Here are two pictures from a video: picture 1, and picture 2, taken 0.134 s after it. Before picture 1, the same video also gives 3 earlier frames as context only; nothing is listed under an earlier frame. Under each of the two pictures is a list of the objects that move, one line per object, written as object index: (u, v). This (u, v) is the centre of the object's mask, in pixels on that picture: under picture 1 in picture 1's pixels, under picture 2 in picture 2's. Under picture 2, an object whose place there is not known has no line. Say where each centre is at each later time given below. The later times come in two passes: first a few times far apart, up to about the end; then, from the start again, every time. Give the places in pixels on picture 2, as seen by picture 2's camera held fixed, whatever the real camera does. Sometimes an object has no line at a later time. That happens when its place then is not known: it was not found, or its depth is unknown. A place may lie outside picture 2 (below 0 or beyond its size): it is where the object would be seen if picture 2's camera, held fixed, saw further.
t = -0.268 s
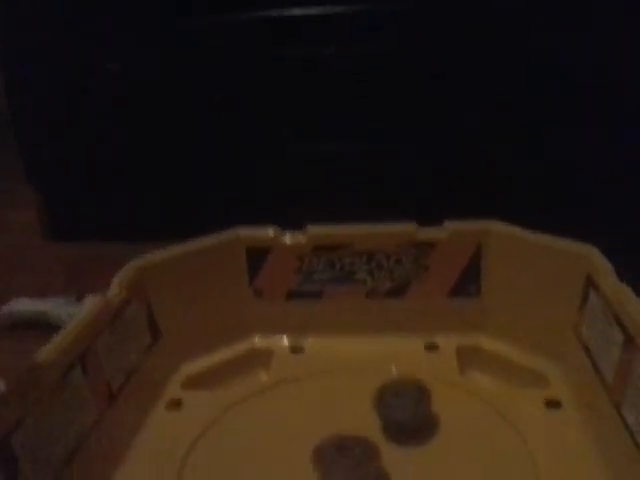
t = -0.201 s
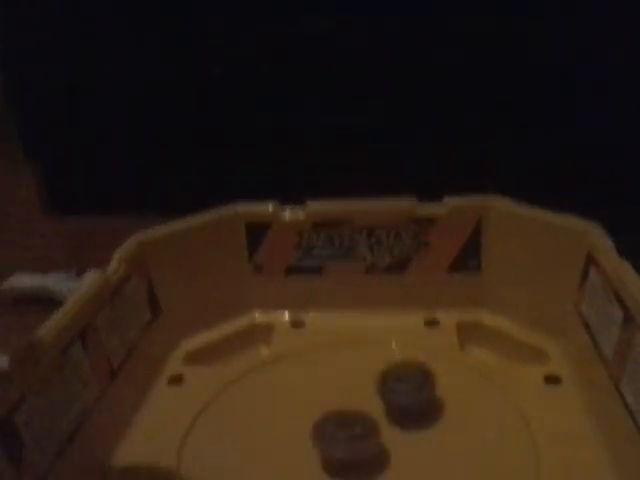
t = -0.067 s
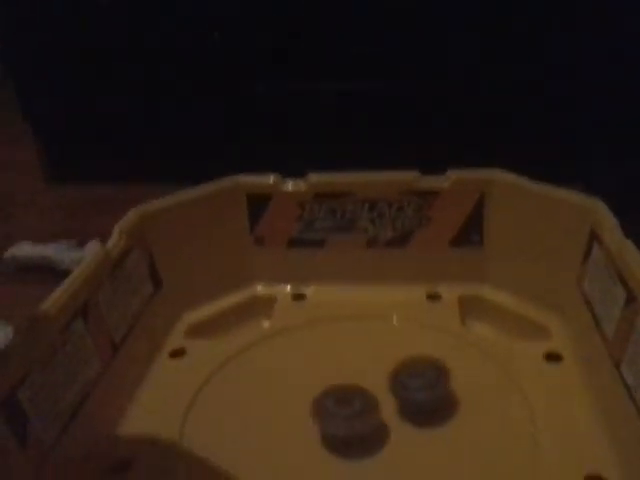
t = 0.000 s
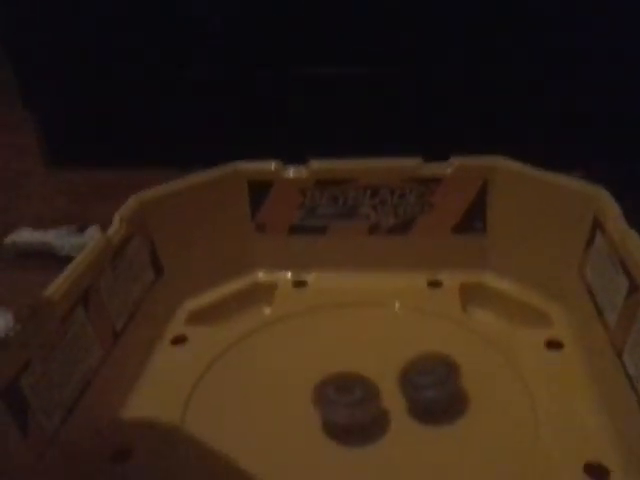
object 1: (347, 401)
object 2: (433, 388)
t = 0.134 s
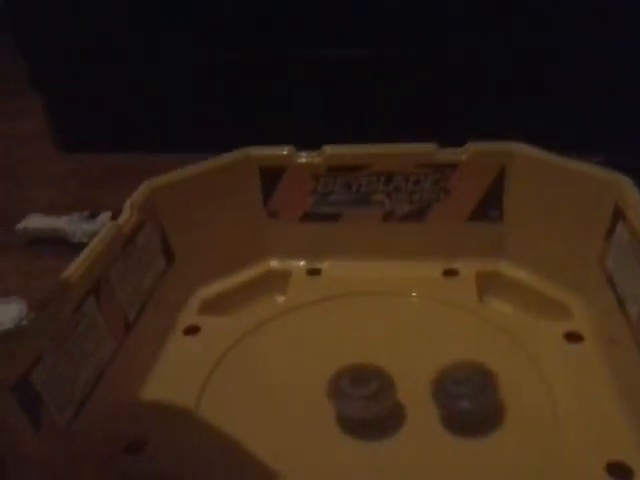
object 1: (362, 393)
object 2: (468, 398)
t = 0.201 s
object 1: (360, 393)
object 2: (473, 404)
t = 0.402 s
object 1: (362, 393)
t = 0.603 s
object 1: (363, 394)
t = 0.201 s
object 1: (360, 393)
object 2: (473, 404)
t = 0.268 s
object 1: (361, 393)
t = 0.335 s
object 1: (362, 395)
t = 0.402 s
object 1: (362, 393)
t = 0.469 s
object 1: (362, 393)
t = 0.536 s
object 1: (362, 396)
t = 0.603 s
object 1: (363, 394)
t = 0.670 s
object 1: (365, 391)
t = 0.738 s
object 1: (367, 394)
